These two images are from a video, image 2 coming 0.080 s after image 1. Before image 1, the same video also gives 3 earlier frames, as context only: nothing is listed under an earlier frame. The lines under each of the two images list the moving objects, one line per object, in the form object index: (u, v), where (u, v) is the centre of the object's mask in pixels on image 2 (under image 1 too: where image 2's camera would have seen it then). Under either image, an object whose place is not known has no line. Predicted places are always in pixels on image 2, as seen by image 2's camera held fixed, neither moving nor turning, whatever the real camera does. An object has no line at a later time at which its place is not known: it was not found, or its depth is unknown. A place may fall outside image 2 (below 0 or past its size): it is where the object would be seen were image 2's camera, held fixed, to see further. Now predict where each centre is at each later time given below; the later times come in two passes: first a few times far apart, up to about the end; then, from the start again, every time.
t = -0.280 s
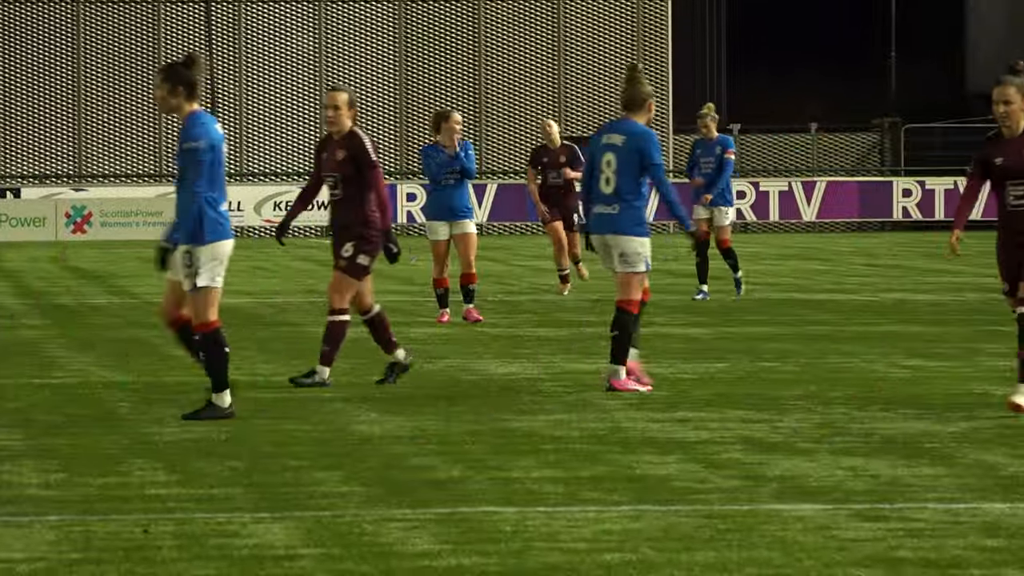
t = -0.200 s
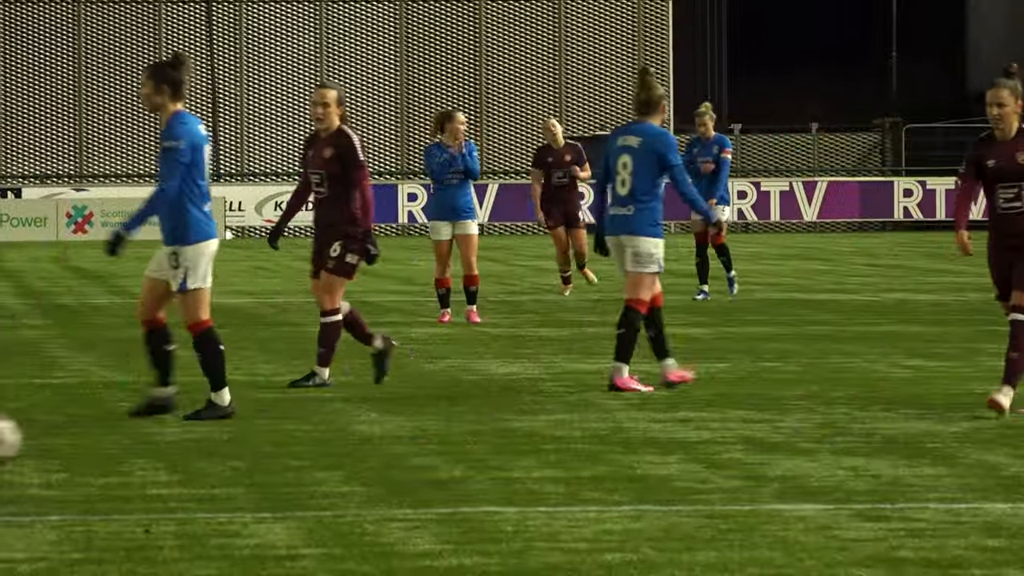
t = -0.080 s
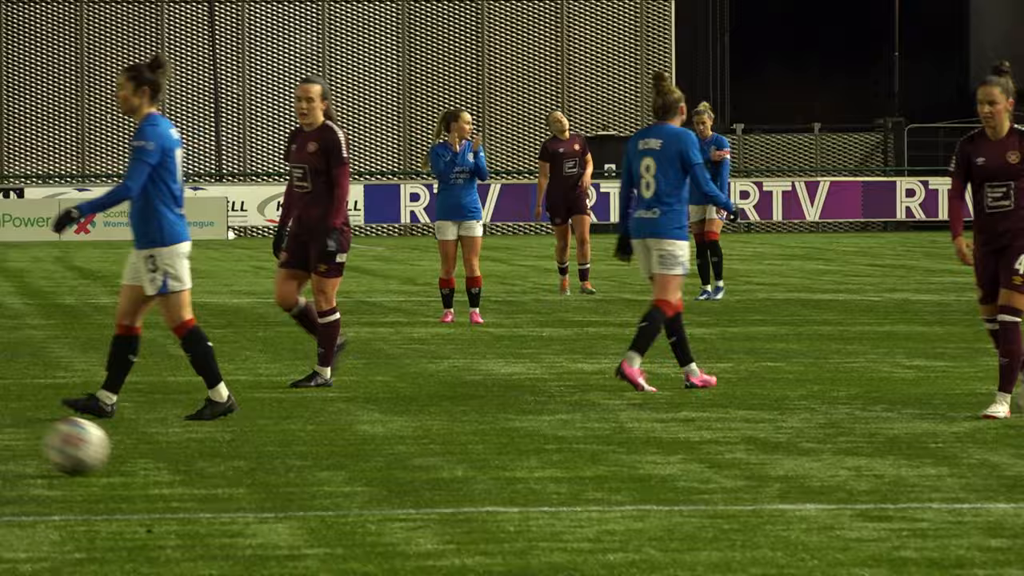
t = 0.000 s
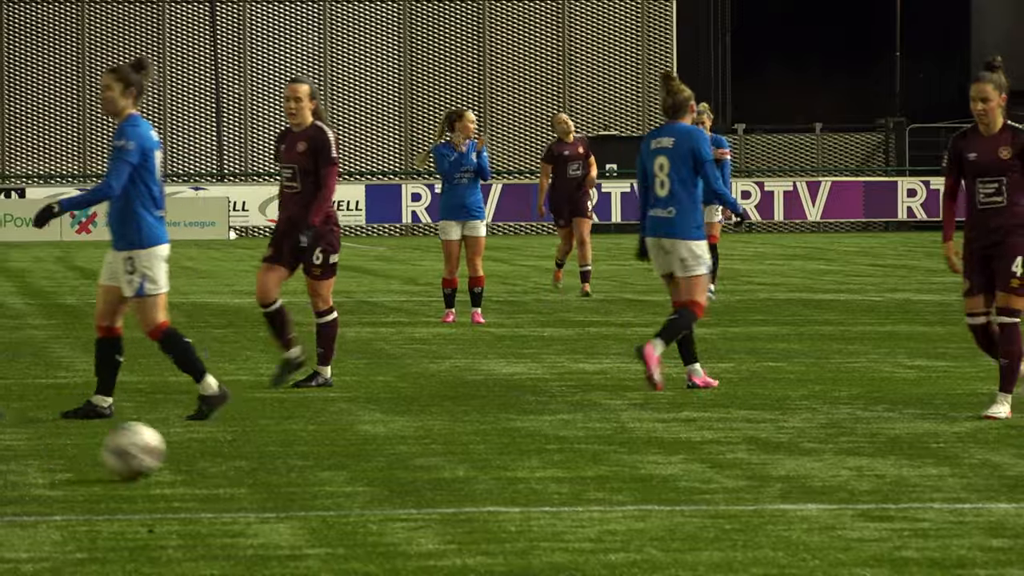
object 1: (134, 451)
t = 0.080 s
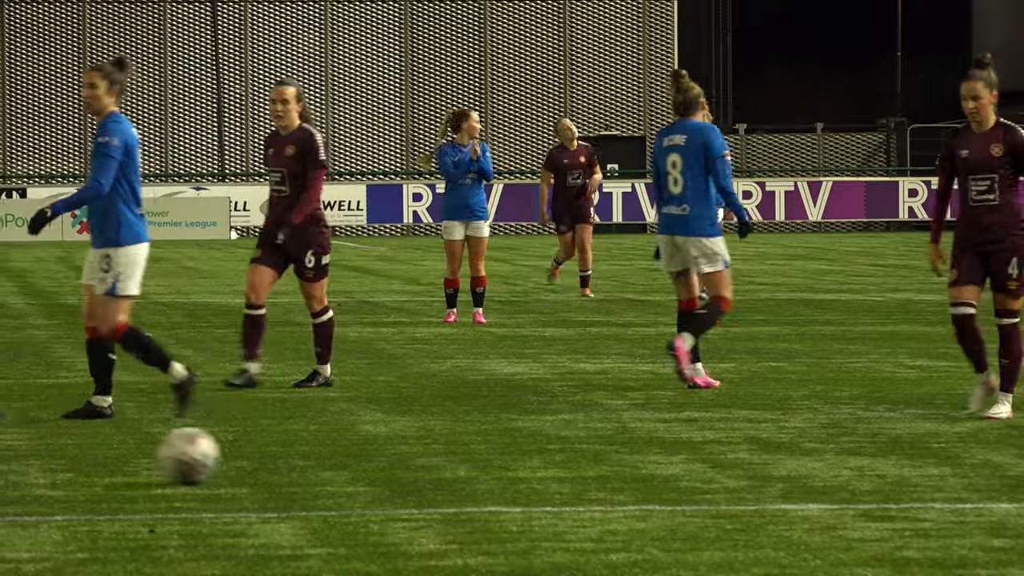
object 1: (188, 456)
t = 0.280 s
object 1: (312, 463)
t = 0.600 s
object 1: (483, 473)
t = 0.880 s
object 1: (620, 481)
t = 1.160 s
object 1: (759, 494)
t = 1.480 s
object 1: (912, 507)
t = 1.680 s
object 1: (1003, 514)
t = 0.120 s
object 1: (213, 456)
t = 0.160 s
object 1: (238, 458)
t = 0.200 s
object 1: (263, 461)
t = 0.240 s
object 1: (287, 460)
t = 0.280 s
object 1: (312, 463)
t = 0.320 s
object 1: (337, 466)
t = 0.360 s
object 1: (358, 465)
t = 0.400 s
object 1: (381, 467)
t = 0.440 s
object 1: (402, 471)
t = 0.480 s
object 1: (423, 470)
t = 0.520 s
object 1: (445, 472)
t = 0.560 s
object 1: (465, 473)
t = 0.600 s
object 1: (483, 473)
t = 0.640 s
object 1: (502, 475)
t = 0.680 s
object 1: (523, 478)
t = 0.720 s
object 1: (542, 476)
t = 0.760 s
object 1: (561, 478)
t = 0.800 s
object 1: (582, 481)
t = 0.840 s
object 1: (600, 479)
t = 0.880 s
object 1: (620, 481)
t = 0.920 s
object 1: (640, 487)
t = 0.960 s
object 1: (659, 487)
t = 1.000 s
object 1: (679, 488)
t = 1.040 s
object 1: (698, 491)
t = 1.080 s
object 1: (718, 491)
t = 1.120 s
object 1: (739, 494)
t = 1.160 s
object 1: (759, 494)
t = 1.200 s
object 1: (778, 491)
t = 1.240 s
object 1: (796, 495)
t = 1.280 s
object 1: (815, 501)
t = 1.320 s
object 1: (834, 500)
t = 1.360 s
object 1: (853, 503)
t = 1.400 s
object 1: (873, 506)
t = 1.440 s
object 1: (892, 505)
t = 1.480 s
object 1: (912, 507)
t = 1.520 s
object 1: (932, 510)
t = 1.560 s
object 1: (951, 509)
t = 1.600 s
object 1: (970, 510)
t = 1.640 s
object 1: (989, 515)
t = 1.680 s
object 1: (1003, 514)
